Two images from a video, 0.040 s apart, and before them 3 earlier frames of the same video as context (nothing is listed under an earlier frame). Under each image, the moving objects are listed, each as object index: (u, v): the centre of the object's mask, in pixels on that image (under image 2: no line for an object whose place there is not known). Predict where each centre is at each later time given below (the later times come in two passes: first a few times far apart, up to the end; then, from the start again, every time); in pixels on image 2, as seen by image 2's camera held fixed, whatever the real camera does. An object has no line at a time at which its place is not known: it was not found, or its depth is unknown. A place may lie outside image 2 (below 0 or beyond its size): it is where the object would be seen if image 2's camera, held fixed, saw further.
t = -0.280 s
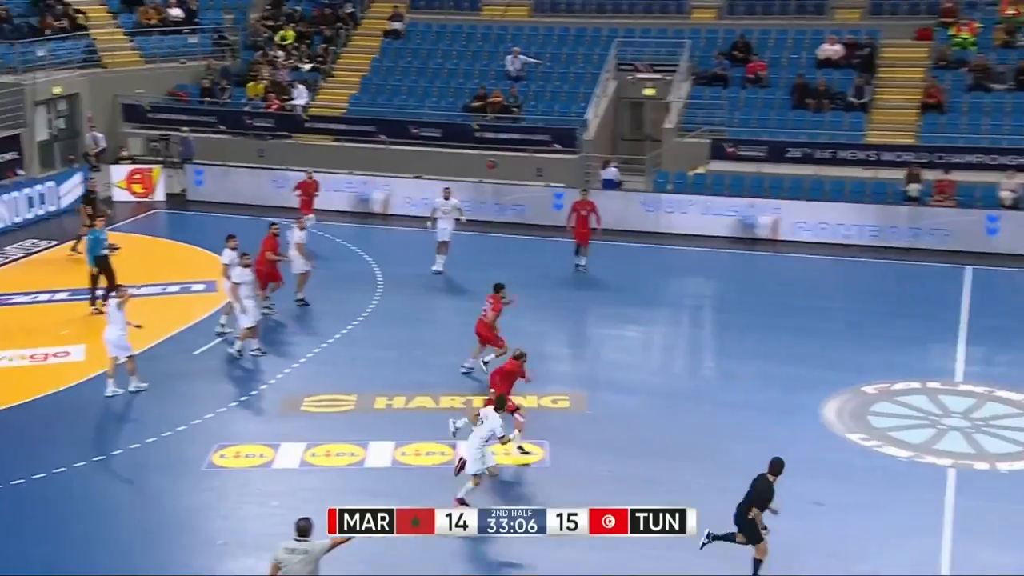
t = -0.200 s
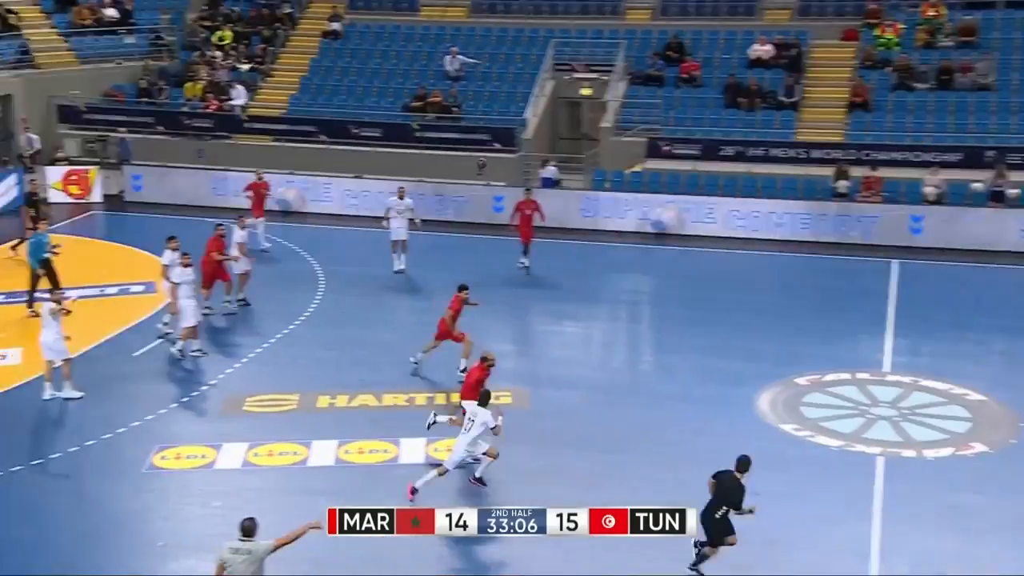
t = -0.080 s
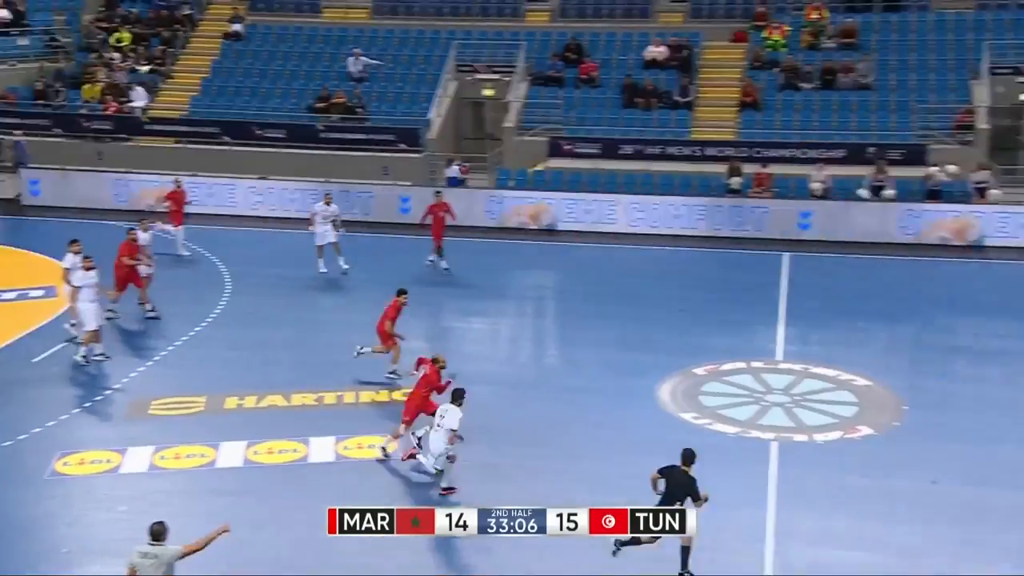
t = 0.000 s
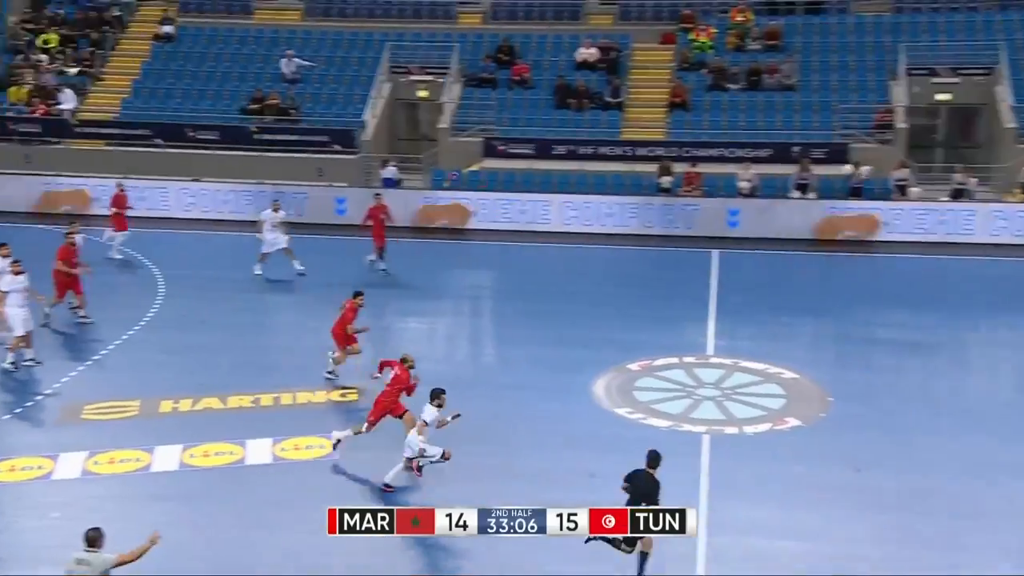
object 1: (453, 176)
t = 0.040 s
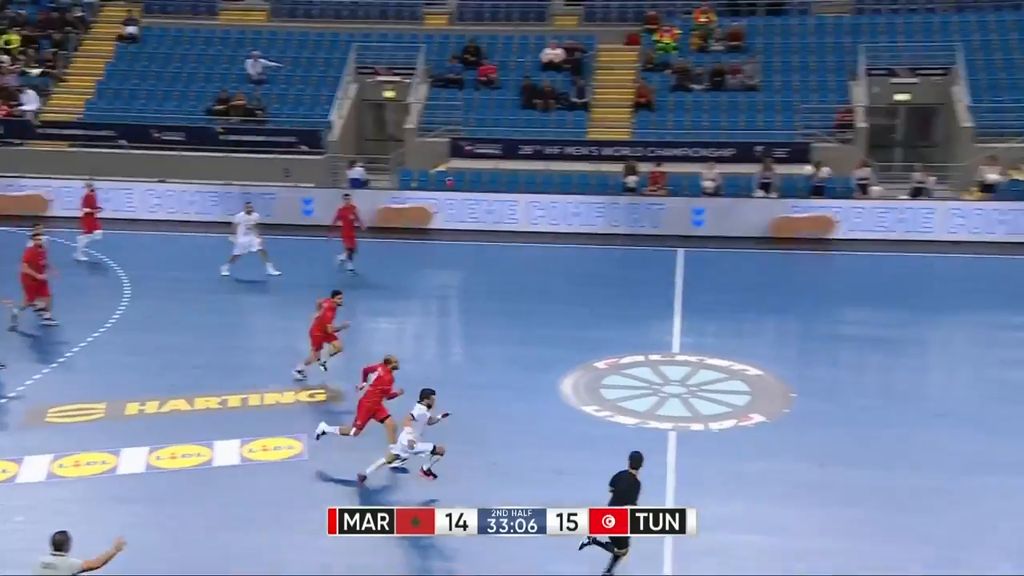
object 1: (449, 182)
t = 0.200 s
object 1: (566, 212)
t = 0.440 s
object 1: (757, 286)
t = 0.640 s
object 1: (929, 379)
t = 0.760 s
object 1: (1036, 448)
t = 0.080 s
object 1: (478, 189)
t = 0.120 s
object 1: (506, 196)
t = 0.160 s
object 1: (536, 204)
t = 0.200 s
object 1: (566, 212)
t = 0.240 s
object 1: (596, 223)
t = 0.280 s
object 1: (626, 232)
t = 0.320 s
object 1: (657, 244)
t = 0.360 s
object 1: (689, 258)
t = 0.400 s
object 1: (724, 272)
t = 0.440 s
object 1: (757, 286)
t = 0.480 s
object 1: (790, 303)
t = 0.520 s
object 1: (825, 320)
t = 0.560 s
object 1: (859, 339)
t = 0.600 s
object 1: (893, 358)
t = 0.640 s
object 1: (929, 379)
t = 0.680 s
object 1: (965, 401)
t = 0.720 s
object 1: (1001, 424)
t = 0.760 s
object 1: (1036, 448)
